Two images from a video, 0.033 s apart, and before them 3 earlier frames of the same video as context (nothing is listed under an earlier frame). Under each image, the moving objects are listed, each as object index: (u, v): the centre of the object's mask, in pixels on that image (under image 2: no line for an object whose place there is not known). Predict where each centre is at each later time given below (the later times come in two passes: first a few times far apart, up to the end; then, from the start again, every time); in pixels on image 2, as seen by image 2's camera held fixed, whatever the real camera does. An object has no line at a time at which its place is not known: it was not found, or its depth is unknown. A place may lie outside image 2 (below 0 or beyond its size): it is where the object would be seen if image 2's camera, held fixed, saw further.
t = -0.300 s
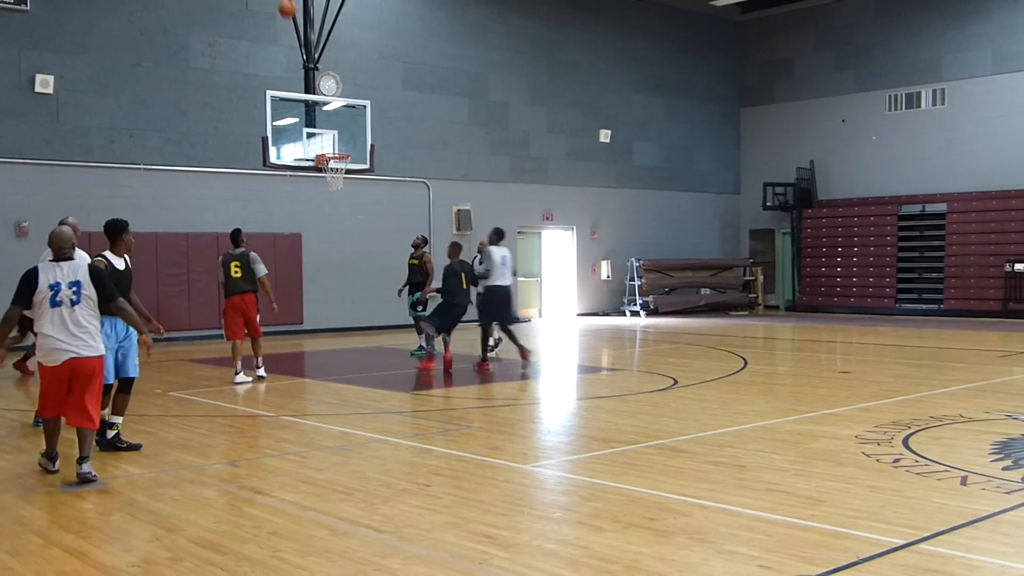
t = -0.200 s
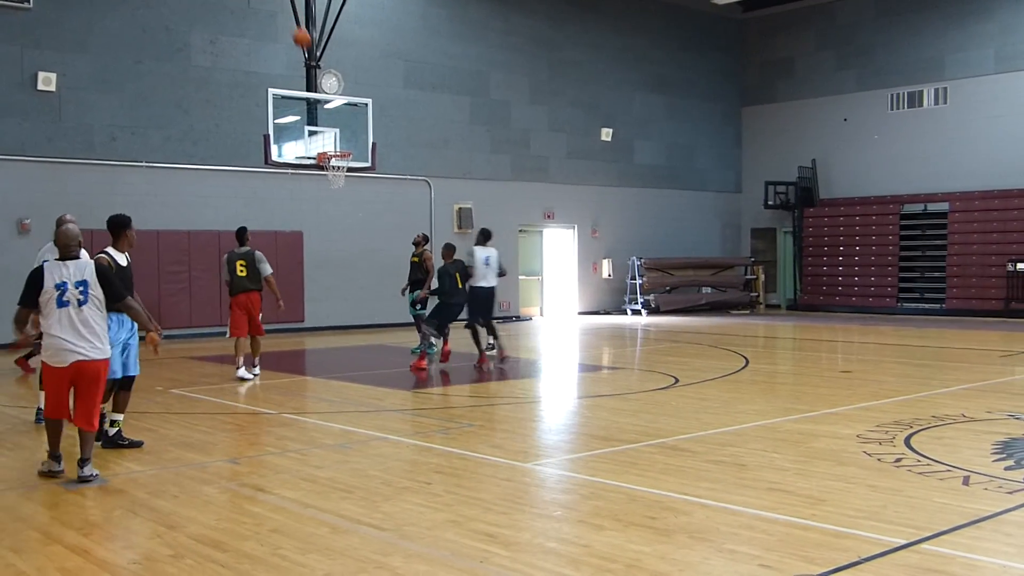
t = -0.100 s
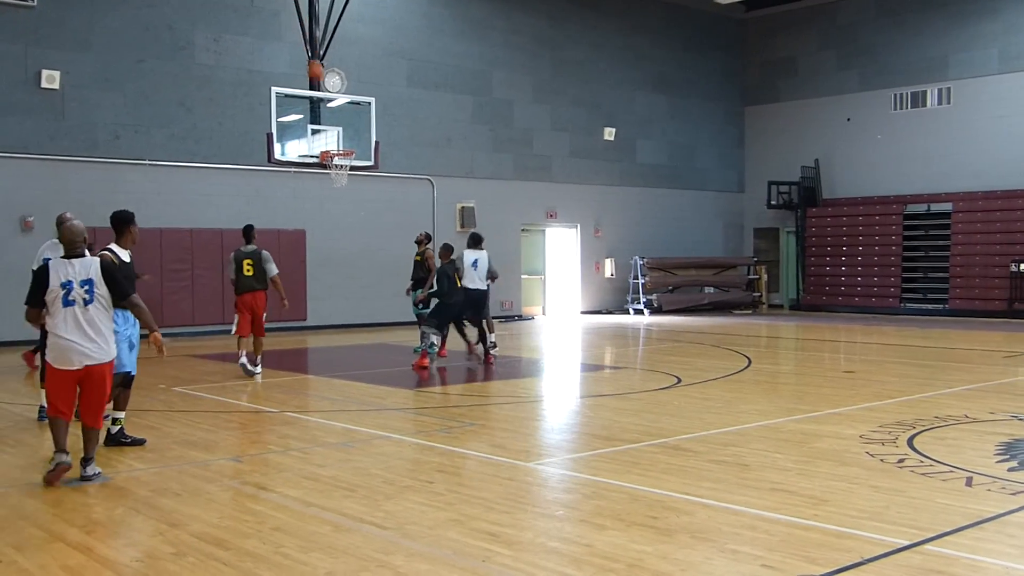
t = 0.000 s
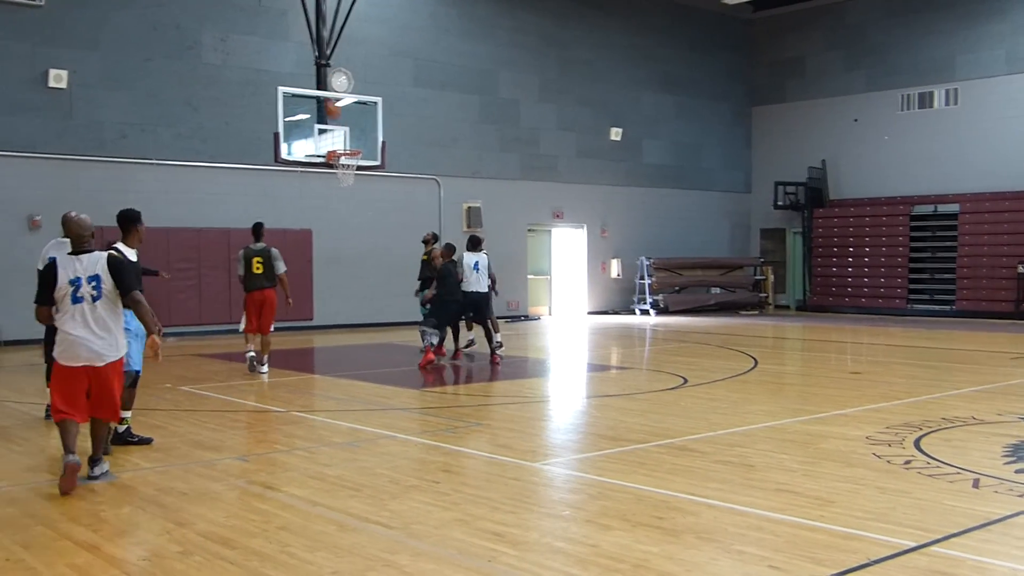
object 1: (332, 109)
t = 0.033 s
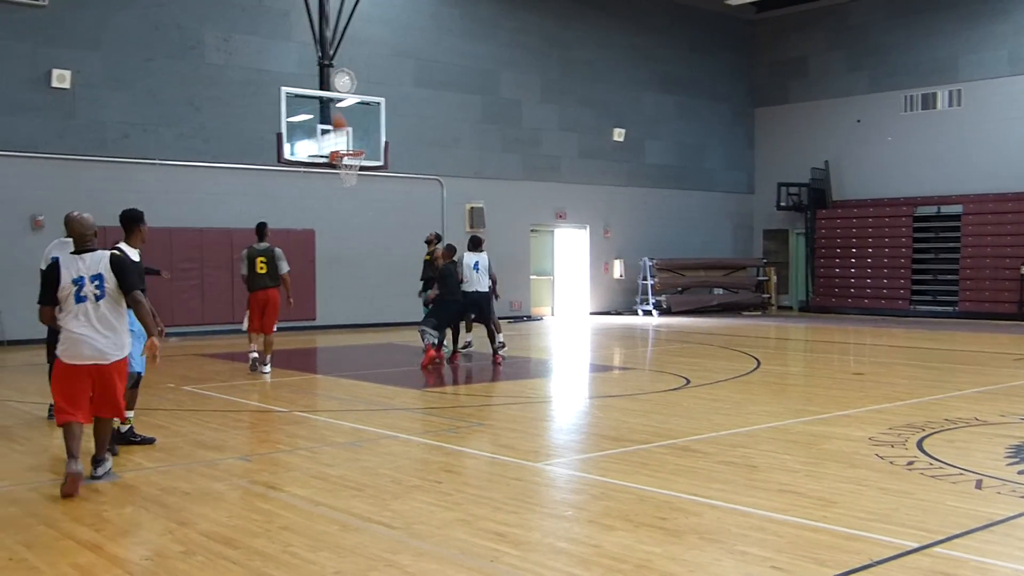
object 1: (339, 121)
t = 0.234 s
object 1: (369, 100)
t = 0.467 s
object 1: (410, 49)
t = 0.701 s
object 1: (452, 34)
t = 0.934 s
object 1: (495, 56)
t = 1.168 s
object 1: (537, 117)
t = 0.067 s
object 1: (342, 139)
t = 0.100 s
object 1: (346, 143)
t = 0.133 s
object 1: (353, 130)
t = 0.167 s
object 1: (358, 120)
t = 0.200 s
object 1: (364, 110)
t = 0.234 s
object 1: (369, 100)
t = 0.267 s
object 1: (375, 89)
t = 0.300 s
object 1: (380, 82)
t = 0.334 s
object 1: (387, 74)
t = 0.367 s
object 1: (392, 67)
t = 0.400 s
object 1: (398, 60)
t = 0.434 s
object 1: (404, 54)
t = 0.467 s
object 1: (410, 49)
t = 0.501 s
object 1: (416, 45)
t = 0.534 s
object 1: (422, 41)
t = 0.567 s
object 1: (428, 38)
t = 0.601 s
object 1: (434, 36)
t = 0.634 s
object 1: (440, 34)
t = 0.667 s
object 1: (446, 34)
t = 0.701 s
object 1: (452, 34)
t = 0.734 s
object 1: (458, 35)
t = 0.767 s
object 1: (466, 36)
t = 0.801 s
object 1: (471, 39)
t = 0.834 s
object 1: (477, 42)
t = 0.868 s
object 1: (483, 46)
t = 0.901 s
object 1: (489, 51)
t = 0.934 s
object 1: (495, 56)
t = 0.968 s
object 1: (501, 63)
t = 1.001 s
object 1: (507, 70)
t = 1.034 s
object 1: (513, 77)
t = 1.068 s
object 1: (519, 86)
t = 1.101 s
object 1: (526, 96)
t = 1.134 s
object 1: (531, 106)
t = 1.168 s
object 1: (537, 117)
